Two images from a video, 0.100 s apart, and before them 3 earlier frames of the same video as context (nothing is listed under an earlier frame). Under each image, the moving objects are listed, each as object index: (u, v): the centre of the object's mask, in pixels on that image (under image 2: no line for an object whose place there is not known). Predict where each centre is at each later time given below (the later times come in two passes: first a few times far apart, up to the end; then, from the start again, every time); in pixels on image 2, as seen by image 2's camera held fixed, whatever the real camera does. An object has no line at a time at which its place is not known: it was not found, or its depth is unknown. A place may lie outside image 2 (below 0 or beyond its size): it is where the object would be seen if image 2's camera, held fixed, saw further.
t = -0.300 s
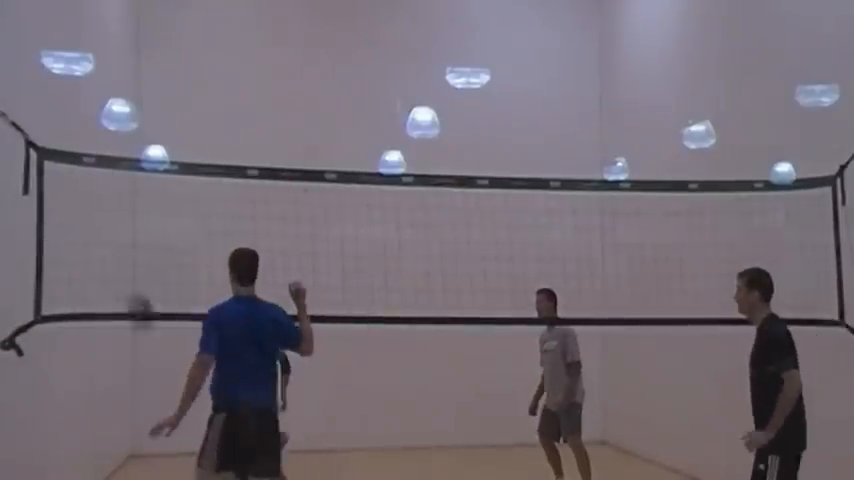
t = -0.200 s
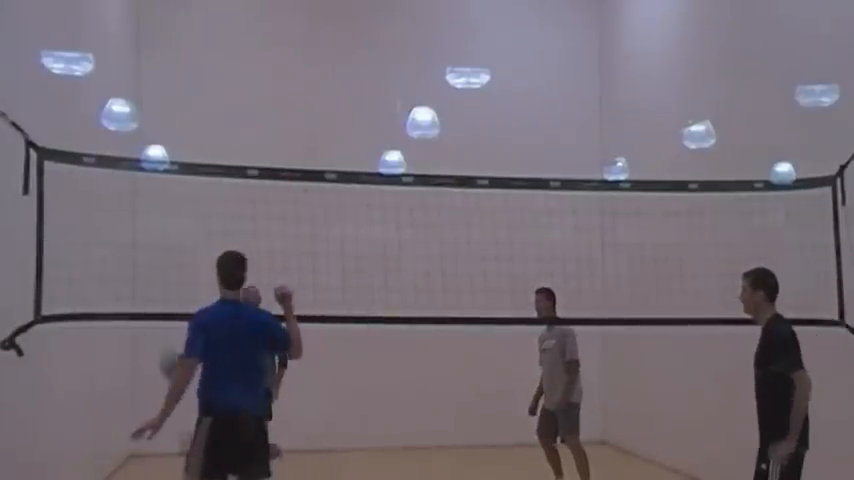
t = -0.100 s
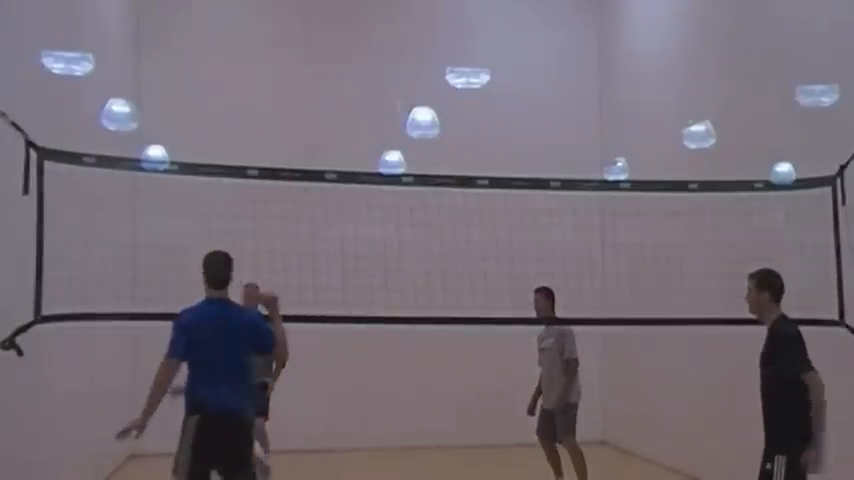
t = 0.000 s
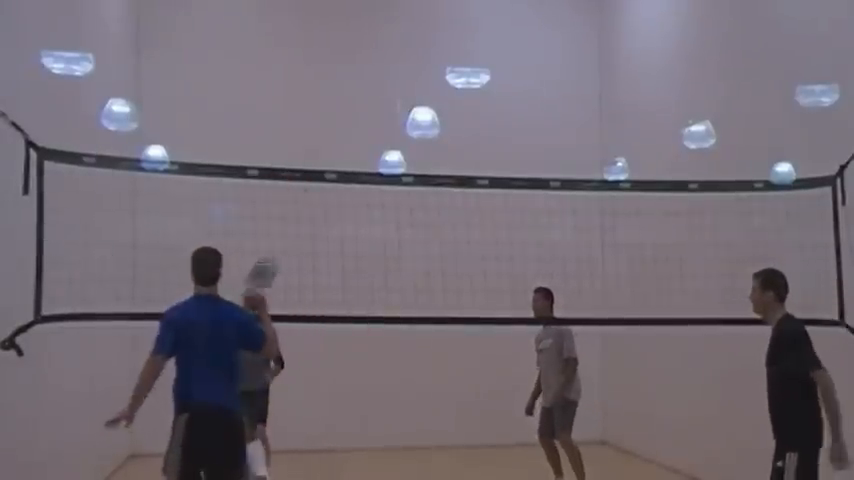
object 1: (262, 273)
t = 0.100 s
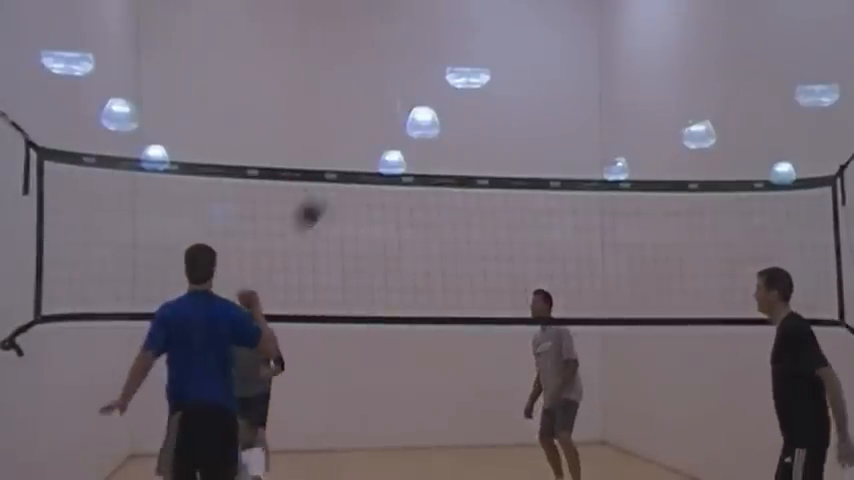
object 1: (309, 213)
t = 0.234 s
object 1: (372, 148)
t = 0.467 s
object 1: (483, 99)
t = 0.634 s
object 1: (564, 111)
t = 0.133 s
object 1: (322, 198)
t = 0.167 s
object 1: (339, 178)
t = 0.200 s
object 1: (357, 158)
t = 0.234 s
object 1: (372, 148)
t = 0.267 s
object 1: (387, 138)
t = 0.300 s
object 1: (400, 127)
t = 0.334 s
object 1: (413, 111)
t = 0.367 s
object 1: (440, 107)
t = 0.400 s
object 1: (453, 104)
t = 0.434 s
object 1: (468, 101)
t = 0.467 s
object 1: (483, 99)
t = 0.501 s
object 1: (499, 97)
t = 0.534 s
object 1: (516, 97)
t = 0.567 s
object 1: (532, 100)
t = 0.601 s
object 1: (549, 105)
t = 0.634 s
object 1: (564, 111)
